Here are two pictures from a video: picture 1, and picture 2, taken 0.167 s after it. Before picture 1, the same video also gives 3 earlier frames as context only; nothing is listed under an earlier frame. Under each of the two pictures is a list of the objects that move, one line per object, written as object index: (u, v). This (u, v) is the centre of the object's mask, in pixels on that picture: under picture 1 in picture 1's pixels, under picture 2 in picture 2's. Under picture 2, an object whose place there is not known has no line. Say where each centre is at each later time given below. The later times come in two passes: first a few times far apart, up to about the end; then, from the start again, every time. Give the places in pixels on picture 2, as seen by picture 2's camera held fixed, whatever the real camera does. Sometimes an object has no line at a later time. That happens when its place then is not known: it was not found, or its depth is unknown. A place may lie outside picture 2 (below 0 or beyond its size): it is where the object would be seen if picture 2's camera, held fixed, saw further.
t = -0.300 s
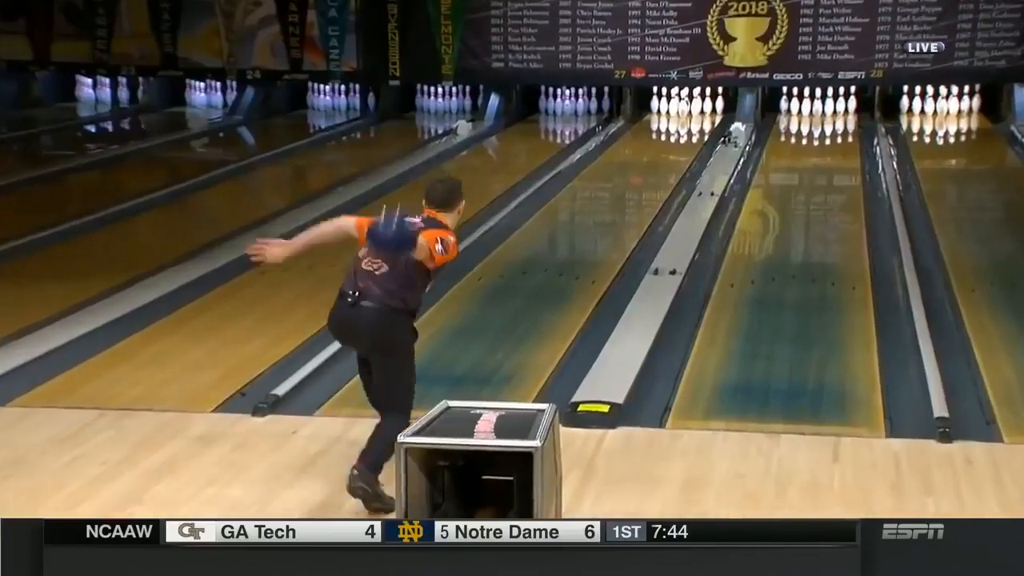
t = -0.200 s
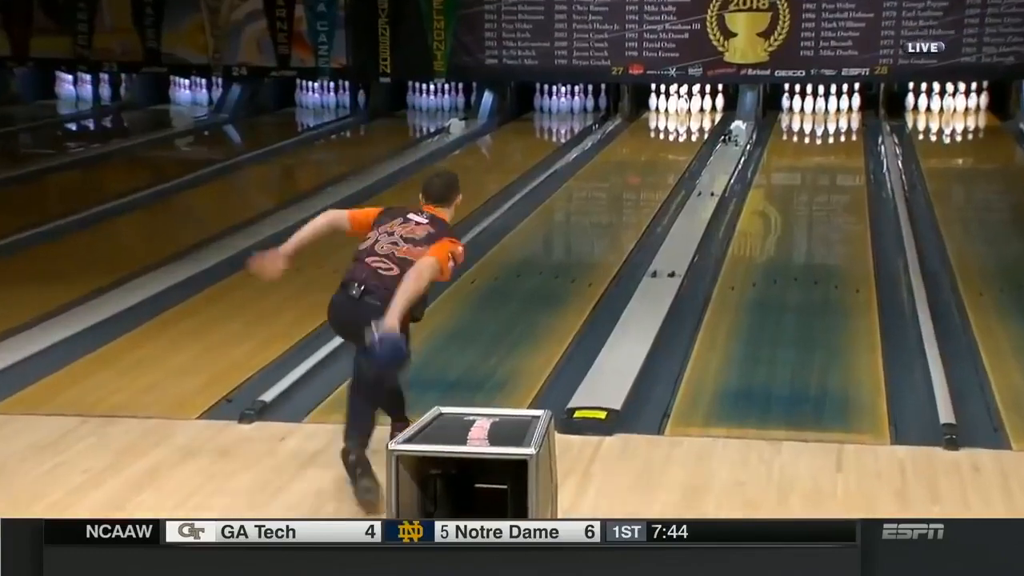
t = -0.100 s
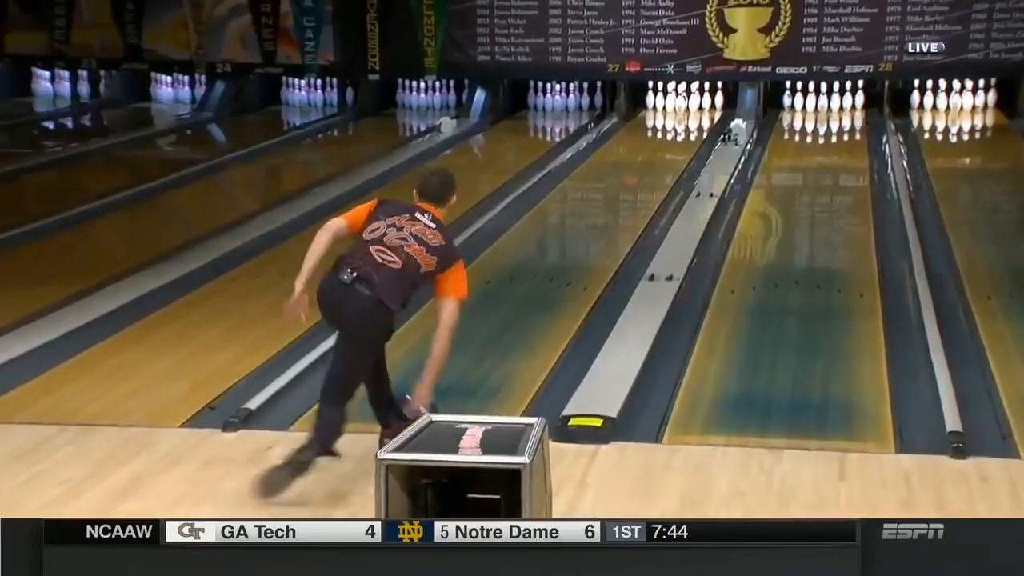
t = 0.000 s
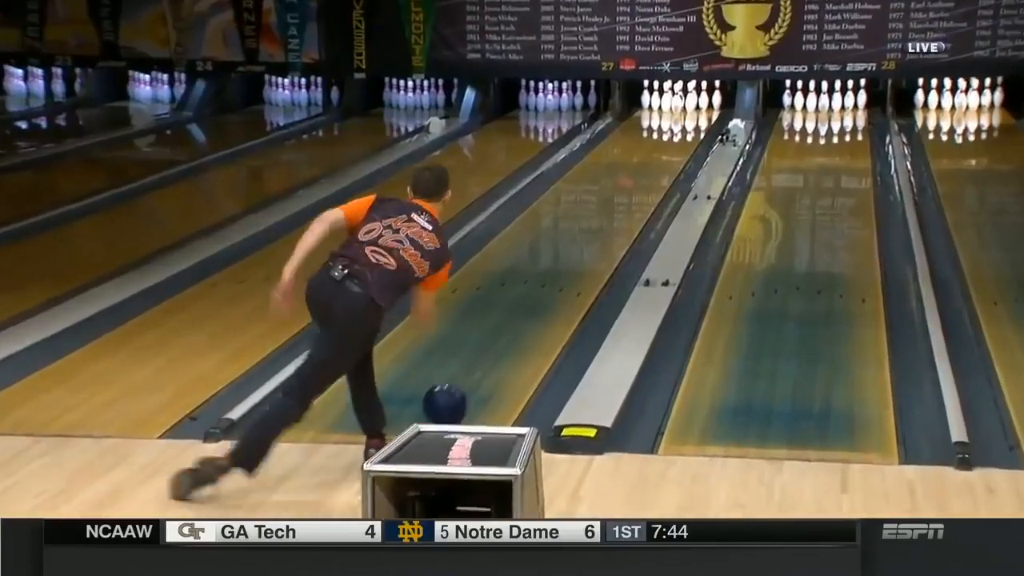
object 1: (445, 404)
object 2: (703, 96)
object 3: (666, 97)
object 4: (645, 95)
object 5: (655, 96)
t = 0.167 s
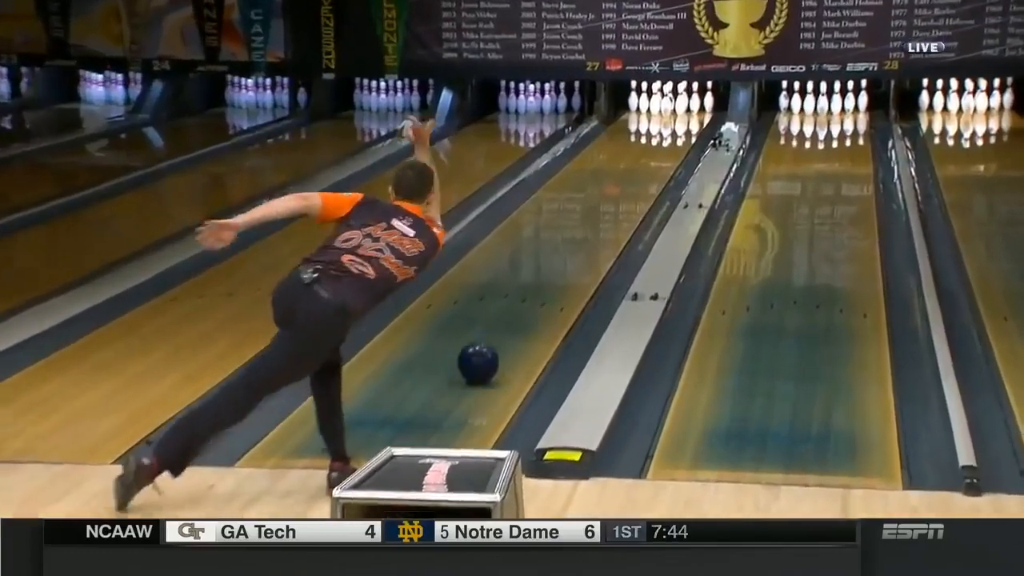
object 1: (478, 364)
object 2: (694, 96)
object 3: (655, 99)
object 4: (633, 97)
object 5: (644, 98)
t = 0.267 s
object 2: (694, 95)
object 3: (654, 98)
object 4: (632, 95)
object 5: (643, 97)
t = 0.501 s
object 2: (692, 91)
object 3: (651, 95)
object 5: (639, 94)
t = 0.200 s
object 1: (488, 353)
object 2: (694, 96)
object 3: (655, 100)
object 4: (633, 97)
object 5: (644, 98)
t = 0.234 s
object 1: (497, 343)
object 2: (694, 95)
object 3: (655, 98)
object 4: (633, 96)
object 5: (643, 97)
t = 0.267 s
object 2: (694, 95)
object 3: (654, 98)
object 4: (632, 95)
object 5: (643, 97)
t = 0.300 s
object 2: (694, 93)
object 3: (653, 97)
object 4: (631, 95)
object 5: (642, 95)
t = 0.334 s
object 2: (694, 93)
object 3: (653, 96)
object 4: (630, 94)
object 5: (641, 95)
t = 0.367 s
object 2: (693, 92)
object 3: (652, 96)
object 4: (629, 93)
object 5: (640, 94)
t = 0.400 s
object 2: (693, 92)
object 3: (652, 96)
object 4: (629, 94)
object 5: (640, 95)
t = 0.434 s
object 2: (693, 92)
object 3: (652, 96)
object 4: (629, 94)
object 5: (640, 95)
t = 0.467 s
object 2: (692, 91)
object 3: (650, 95)
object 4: (627, 92)
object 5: (639, 93)
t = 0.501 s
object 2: (692, 91)
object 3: (651, 95)
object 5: (639, 94)
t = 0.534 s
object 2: (691, 90)
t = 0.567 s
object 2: (691, 90)
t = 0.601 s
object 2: (691, 90)
